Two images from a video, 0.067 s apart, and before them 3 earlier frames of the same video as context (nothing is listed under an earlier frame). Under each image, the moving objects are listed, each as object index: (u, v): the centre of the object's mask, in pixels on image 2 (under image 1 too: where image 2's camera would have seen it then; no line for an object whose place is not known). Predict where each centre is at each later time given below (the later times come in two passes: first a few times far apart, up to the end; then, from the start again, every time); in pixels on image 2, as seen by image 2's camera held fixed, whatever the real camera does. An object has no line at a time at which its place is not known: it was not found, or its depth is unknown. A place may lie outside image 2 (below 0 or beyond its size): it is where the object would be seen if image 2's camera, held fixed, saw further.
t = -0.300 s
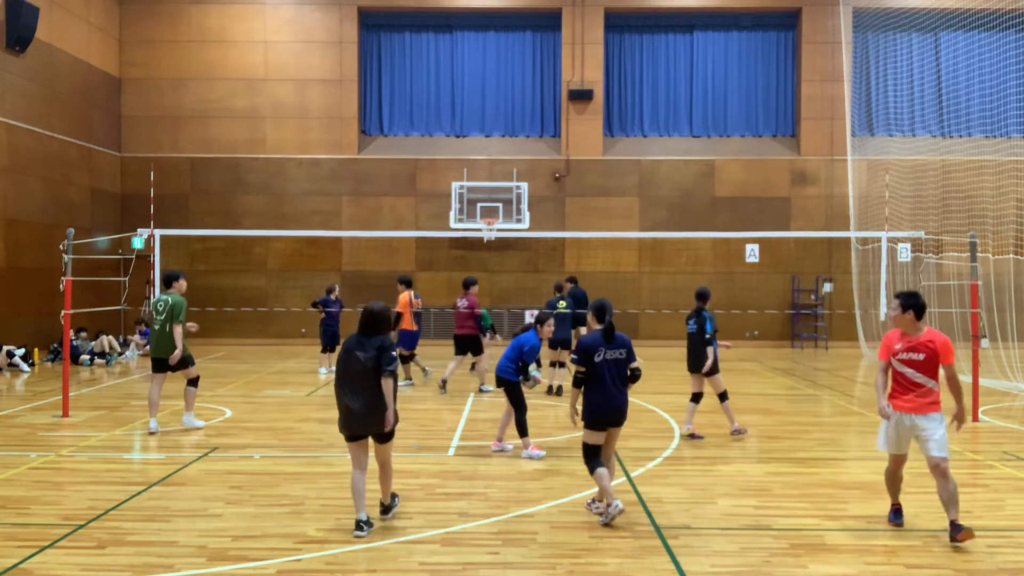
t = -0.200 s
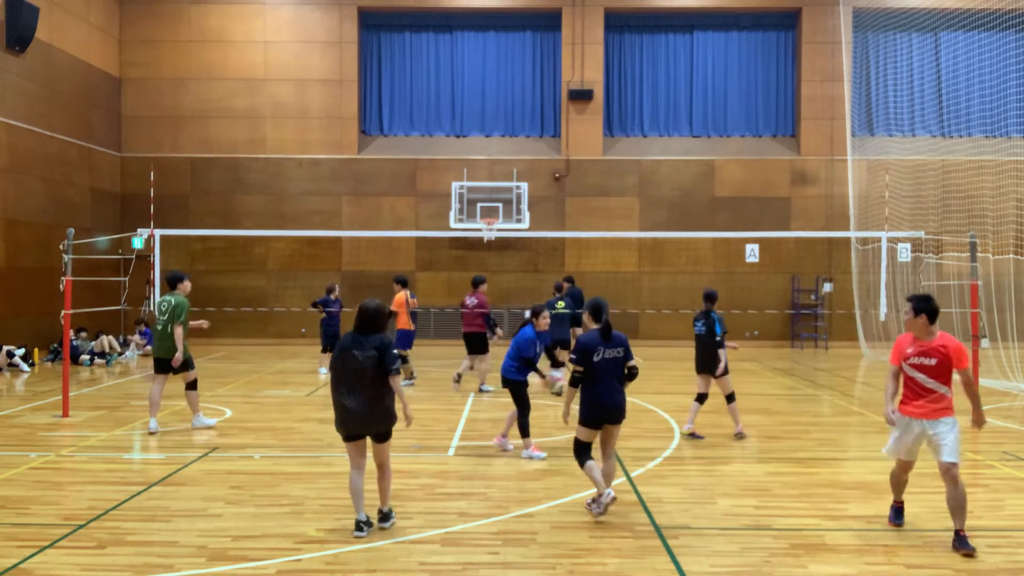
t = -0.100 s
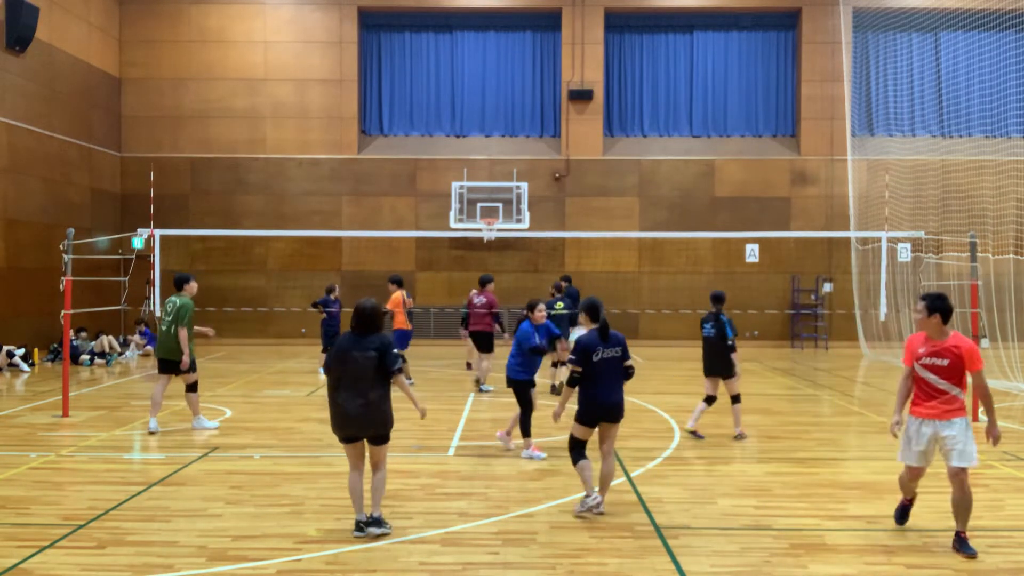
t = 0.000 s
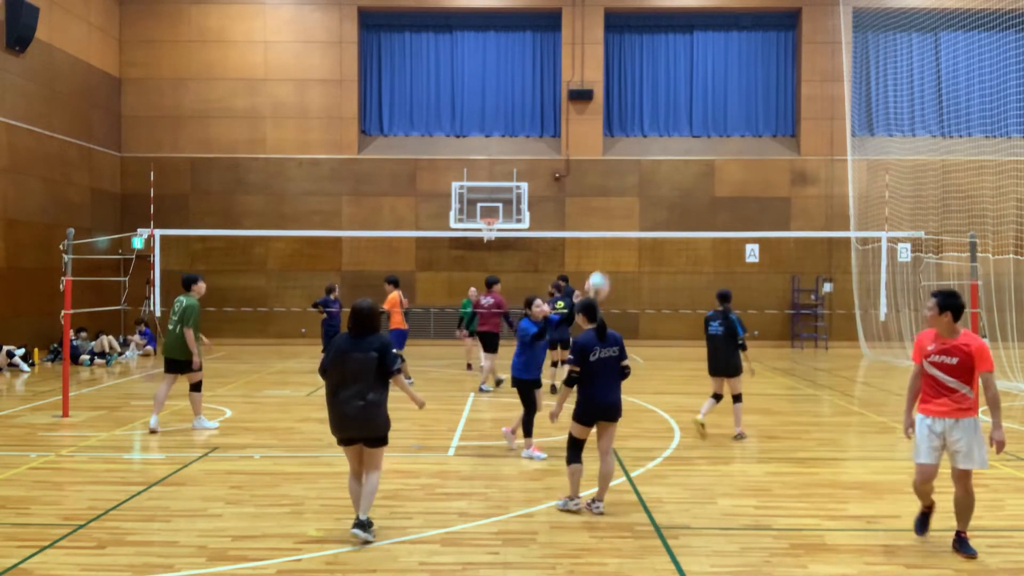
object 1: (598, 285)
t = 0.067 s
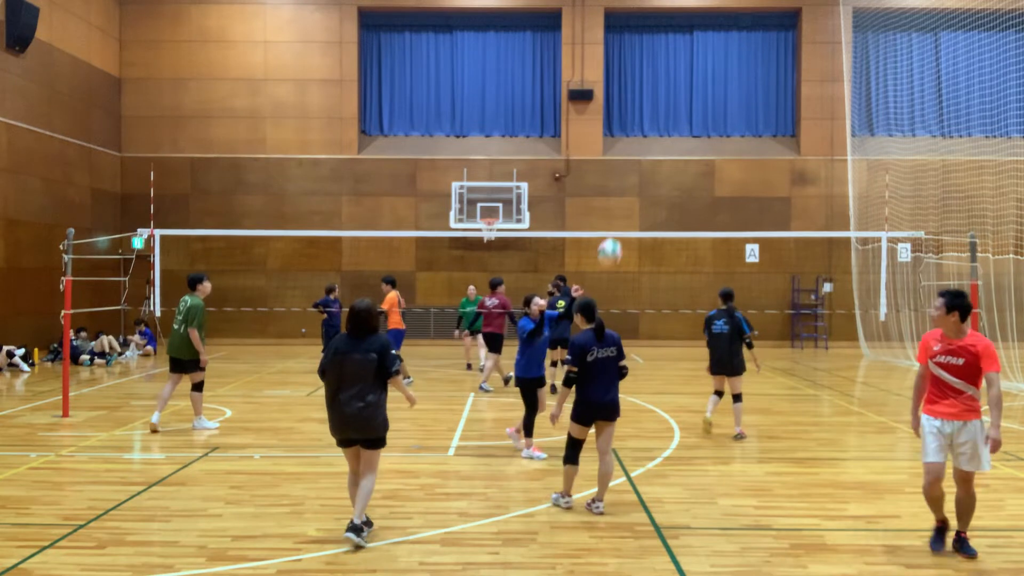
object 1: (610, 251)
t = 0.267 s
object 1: (648, 172)
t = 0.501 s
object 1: (702, 125)
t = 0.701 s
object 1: (758, 139)
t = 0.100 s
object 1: (616, 237)
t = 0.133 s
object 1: (622, 221)
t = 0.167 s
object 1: (628, 208)
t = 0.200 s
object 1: (635, 195)
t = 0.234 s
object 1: (641, 183)
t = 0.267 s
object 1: (648, 172)
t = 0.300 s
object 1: (655, 162)
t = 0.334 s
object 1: (663, 152)
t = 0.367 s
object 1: (670, 143)
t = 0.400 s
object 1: (678, 137)
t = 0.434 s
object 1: (685, 132)
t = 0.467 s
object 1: (694, 127)
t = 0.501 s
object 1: (702, 125)
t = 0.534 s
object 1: (711, 123)
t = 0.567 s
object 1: (719, 122)
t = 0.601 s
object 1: (728, 124)
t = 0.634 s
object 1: (738, 127)
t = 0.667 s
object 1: (748, 132)
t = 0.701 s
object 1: (758, 139)
